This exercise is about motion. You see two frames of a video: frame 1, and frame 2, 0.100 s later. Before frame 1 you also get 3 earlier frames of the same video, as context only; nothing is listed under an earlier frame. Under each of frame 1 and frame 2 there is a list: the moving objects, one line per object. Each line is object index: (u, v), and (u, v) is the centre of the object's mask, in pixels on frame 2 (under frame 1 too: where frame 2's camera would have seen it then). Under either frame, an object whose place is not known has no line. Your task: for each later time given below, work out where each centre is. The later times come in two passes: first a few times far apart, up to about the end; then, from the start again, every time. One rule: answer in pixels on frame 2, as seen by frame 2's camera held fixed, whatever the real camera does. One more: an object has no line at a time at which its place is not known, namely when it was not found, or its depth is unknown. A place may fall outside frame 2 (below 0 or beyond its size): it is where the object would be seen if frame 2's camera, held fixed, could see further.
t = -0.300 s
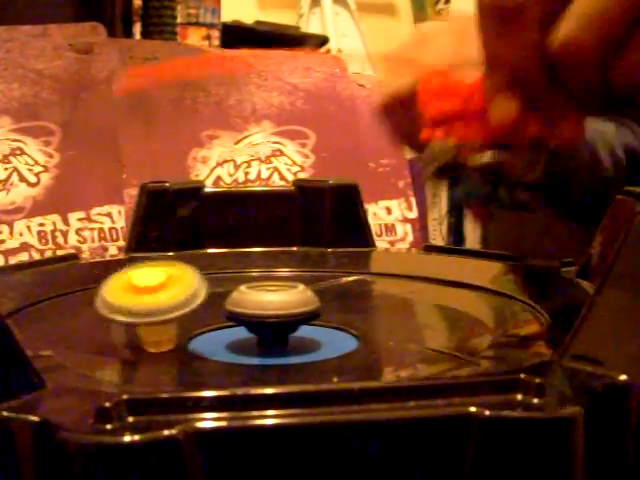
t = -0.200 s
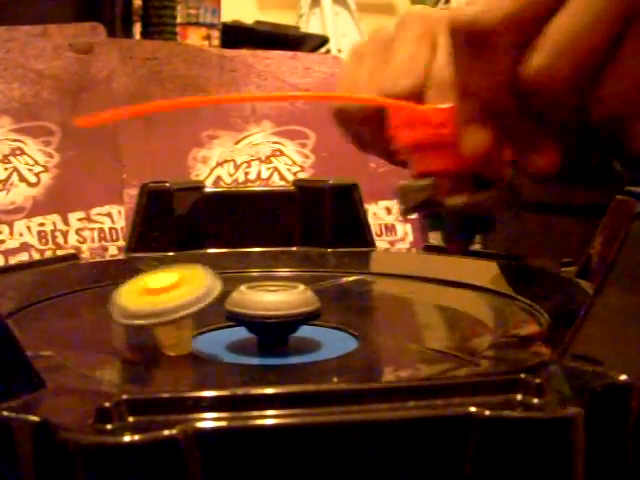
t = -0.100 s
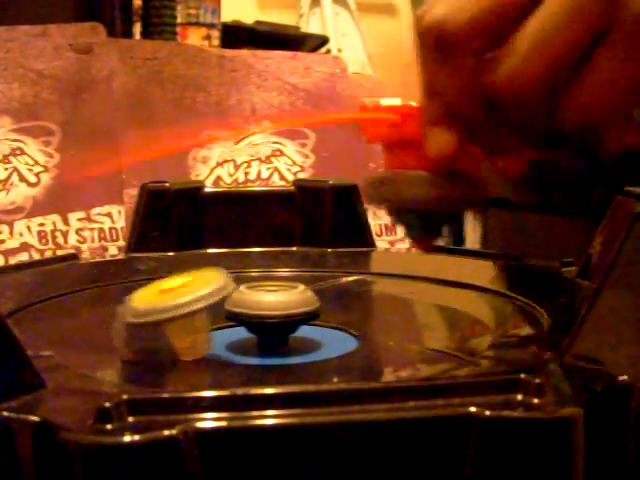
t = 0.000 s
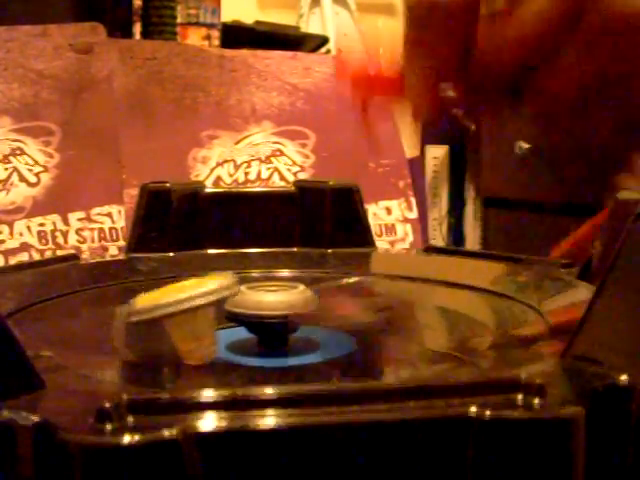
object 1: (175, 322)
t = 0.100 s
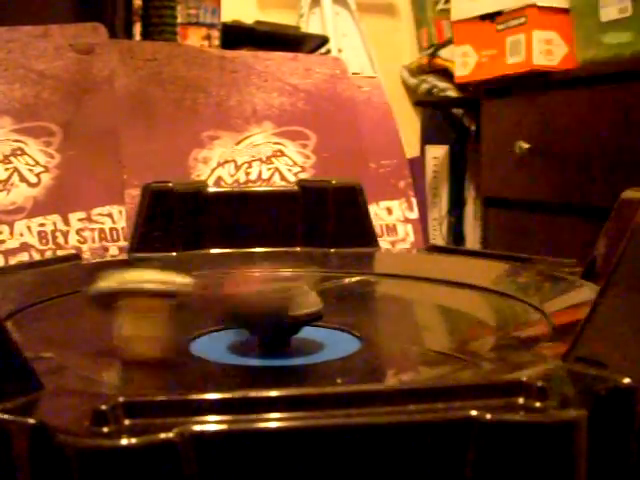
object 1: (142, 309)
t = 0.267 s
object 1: (58, 296)
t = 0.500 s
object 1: (90, 279)
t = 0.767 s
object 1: (172, 276)
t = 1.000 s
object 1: (173, 274)
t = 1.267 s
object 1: (170, 258)
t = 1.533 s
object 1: (235, 246)
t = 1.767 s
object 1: (340, 267)
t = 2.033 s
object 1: (414, 309)
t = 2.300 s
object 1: (277, 322)
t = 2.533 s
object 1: (145, 320)
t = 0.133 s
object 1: (127, 307)
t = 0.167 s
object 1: (105, 303)
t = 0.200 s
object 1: (85, 302)
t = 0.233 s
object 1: (68, 299)
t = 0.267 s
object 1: (58, 296)
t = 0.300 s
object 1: (54, 295)
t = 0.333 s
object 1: (53, 292)
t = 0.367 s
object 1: (55, 290)
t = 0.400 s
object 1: (61, 285)
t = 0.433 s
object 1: (69, 283)
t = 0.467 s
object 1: (78, 282)
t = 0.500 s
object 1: (90, 279)
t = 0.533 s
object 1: (103, 279)
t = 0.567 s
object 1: (119, 278)
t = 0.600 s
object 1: (135, 278)
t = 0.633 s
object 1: (154, 278)
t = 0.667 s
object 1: (174, 279)
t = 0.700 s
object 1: (185, 277)
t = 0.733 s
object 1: (182, 274)
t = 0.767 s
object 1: (172, 276)
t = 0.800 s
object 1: (168, 275)
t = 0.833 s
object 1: (168, 274)
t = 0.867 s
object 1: (171, 274)
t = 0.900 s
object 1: (174, 274)
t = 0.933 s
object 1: (175, 273)
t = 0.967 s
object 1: (174, 273)
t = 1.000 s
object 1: (173, 274)
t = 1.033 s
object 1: (172, 273)
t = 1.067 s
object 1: (171, 273)
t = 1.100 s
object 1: (172, 274)
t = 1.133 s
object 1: (173, 274)
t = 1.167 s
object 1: (172, 273)
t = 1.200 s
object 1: (171, 272)
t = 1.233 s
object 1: (168, 269)
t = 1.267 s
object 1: (170, 258)
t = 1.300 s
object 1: (182, 256)
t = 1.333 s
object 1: (191, 262)
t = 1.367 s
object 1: (195, 255)
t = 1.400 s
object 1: (203, 256)
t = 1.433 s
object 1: (210, 248)
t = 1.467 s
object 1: (217, 245)
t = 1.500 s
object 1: (226, 244)
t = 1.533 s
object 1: (235, 246)
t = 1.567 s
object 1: (247, 250)
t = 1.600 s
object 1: (259, 250)
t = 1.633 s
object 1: (274, 253)
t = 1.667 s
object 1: (290, 256)
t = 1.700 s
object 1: (306, 258)
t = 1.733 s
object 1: (324, 262)
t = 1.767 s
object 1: (340, 267)
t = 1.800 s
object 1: (353, 271)
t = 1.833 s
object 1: (369, 275)
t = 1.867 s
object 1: (382, 281)
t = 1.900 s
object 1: (393, 286)
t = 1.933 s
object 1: (405, 290)
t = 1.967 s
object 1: (410, 298)
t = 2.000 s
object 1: (413, 303)
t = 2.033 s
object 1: (414, 309)
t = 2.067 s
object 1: (407, 320)
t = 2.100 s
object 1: (402, 319)
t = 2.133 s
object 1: (392, 321)
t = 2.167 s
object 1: (379, 325)
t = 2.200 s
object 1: (353, 325)
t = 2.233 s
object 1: (323, 325)
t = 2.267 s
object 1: (293, 324)
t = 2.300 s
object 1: (277, 322)
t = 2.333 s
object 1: (252, 324)
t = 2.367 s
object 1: (220, 327)
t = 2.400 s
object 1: (199, 328)
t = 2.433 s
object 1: (175, 325)
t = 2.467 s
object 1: (160, 327)
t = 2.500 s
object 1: (149, 325)
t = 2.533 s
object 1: (145, 320)
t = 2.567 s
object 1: (140, 315)
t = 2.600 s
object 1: (130, 314)
